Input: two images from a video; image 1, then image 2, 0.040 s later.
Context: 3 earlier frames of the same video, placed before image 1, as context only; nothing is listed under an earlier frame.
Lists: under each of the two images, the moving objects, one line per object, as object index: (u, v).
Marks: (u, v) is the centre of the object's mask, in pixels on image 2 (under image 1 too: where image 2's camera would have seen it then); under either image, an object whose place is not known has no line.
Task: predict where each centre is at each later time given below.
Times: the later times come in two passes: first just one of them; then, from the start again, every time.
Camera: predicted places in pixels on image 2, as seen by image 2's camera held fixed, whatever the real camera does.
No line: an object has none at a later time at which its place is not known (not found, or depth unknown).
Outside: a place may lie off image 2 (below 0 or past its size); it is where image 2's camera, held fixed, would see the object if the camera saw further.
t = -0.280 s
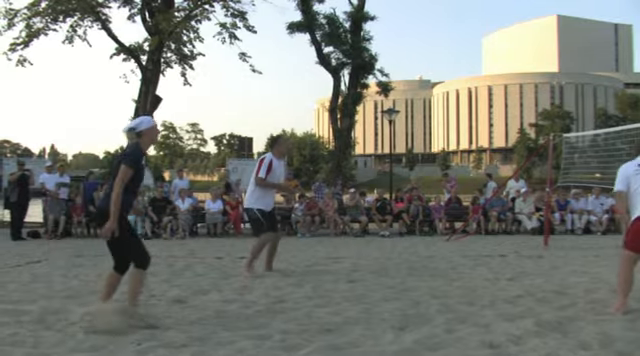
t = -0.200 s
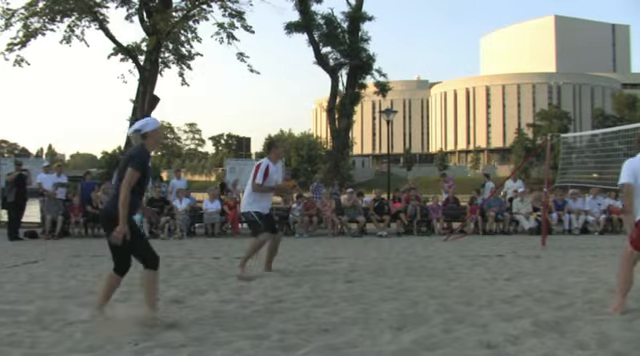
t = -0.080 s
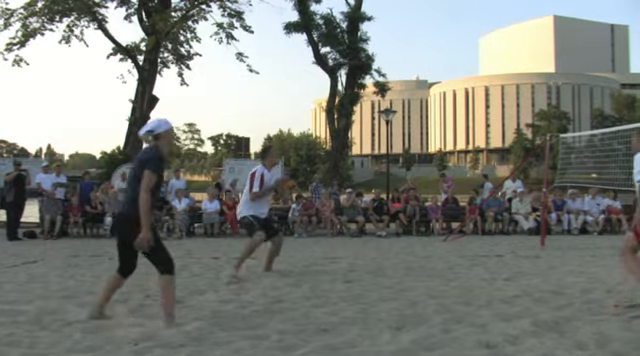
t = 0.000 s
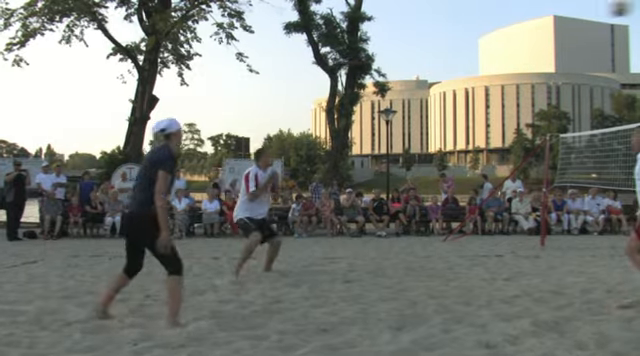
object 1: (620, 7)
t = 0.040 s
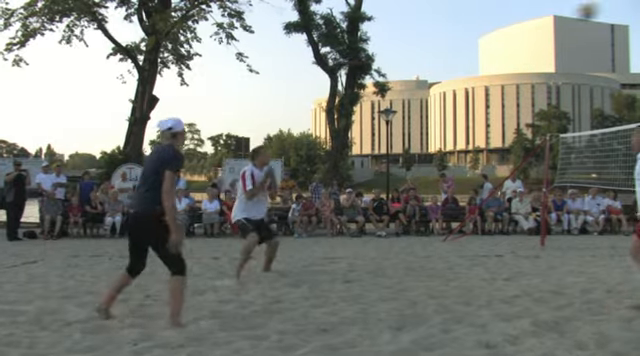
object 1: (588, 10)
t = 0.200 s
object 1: (451, 35)
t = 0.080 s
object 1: (553, 16)
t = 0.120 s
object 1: (520, 20)
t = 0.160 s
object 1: (485, 27)
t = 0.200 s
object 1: (451, 35)
